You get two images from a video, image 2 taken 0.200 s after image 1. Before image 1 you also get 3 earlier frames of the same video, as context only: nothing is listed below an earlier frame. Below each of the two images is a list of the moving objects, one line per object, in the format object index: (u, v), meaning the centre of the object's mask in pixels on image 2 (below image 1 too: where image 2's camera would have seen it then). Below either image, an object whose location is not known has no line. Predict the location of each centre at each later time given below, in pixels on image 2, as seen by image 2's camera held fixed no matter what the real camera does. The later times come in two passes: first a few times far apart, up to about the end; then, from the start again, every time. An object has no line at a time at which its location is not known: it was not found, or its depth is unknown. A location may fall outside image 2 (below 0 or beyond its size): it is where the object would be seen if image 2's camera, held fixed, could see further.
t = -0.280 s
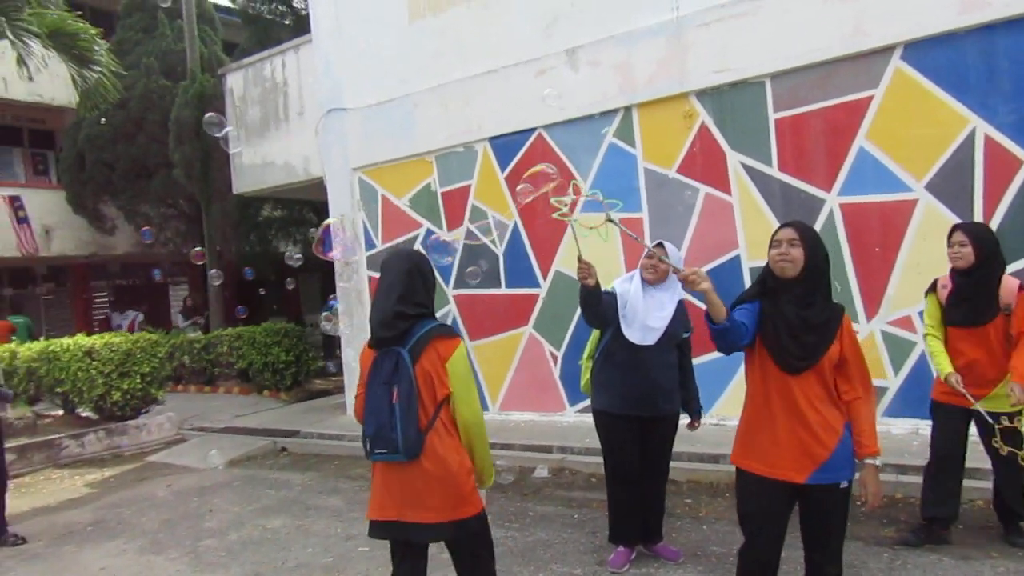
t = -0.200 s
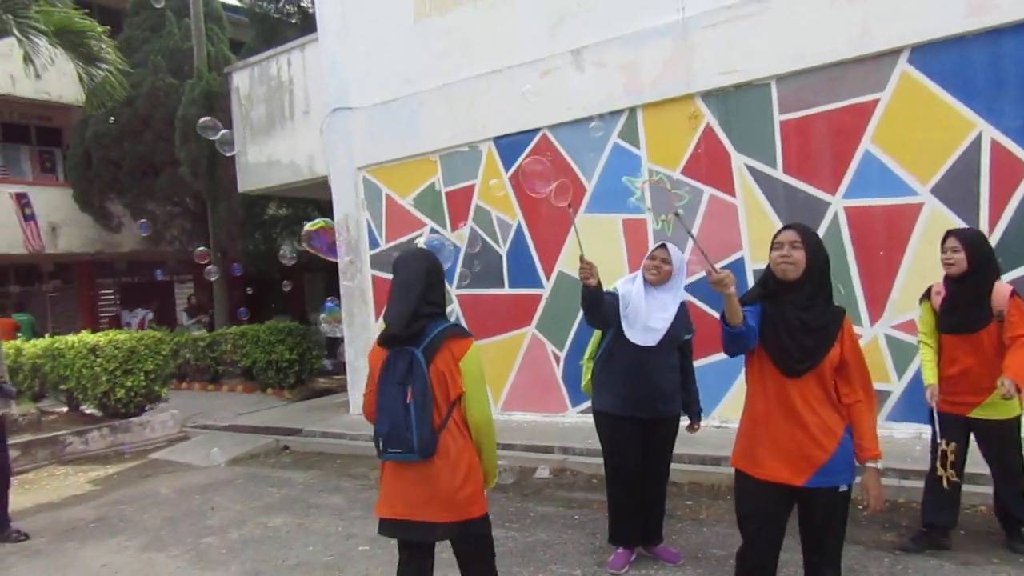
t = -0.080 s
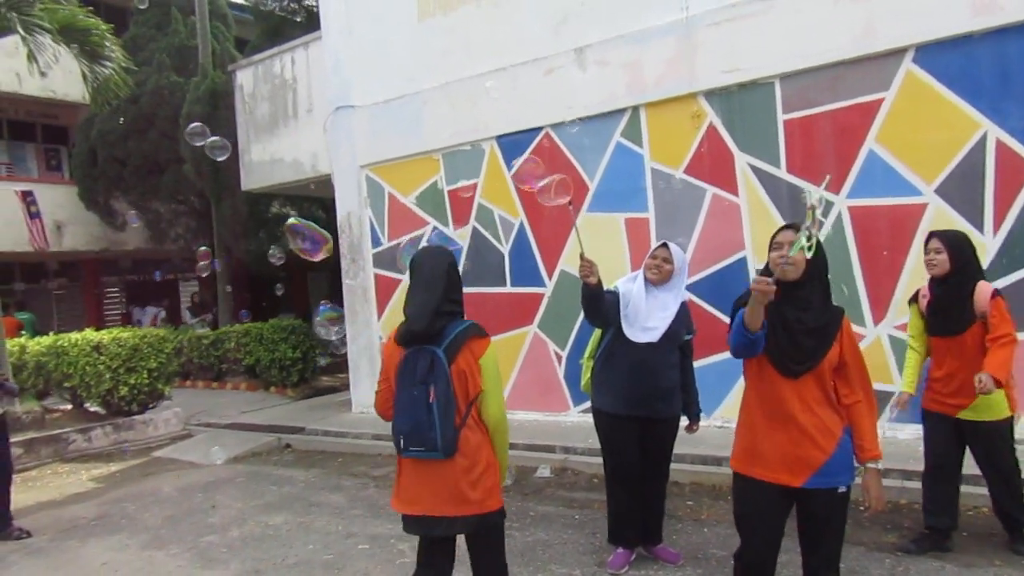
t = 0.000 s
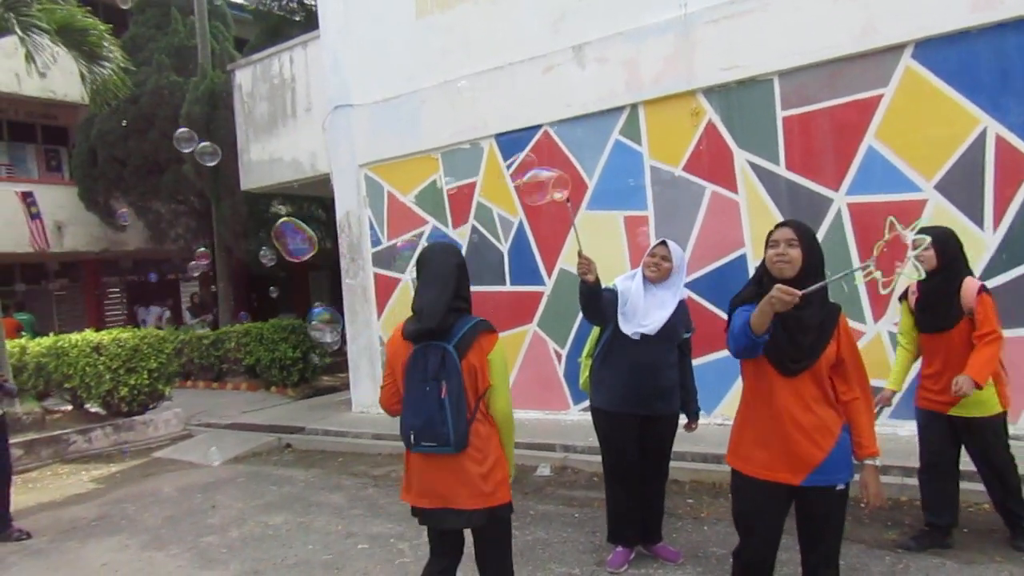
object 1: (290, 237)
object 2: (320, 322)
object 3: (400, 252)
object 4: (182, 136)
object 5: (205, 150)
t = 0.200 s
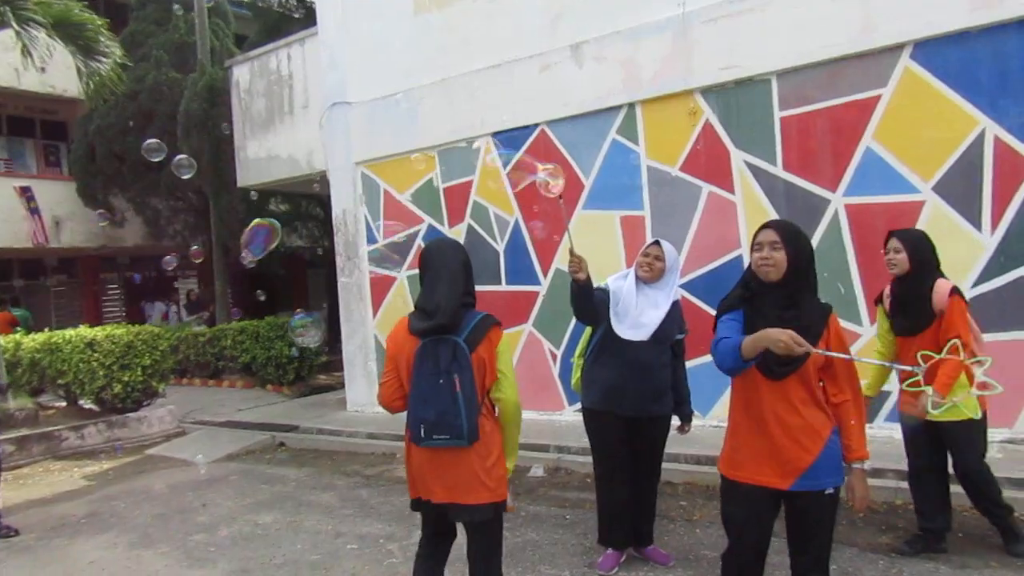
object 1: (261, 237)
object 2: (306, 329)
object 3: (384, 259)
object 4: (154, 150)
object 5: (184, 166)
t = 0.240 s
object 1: (253, 239)
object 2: (304, 330)
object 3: (381, 258)
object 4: (148, 152)
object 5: (180, 169)
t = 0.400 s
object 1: (233, 241)
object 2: (293, 332)
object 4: (123, 166)
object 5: (163, 183)
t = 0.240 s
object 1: (253, 239)
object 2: (304, 330)
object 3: (381, 258)
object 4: (148, 152)
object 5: (180, 169)
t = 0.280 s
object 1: (248, 240)
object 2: (301, 331)
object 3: (378, 258)
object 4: (142, 156)
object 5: (175, 173)
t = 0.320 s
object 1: (243, 240)
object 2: (298, 332)
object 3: (362, 254)
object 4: (136, 159)
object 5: (171, 176)
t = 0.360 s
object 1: (238, 240)
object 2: (296, 332)
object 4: (130, 162)
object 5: (167, 180)
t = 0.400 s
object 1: (233, 241)
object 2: (293, 332)
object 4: (123, 166)
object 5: (163, 183)
